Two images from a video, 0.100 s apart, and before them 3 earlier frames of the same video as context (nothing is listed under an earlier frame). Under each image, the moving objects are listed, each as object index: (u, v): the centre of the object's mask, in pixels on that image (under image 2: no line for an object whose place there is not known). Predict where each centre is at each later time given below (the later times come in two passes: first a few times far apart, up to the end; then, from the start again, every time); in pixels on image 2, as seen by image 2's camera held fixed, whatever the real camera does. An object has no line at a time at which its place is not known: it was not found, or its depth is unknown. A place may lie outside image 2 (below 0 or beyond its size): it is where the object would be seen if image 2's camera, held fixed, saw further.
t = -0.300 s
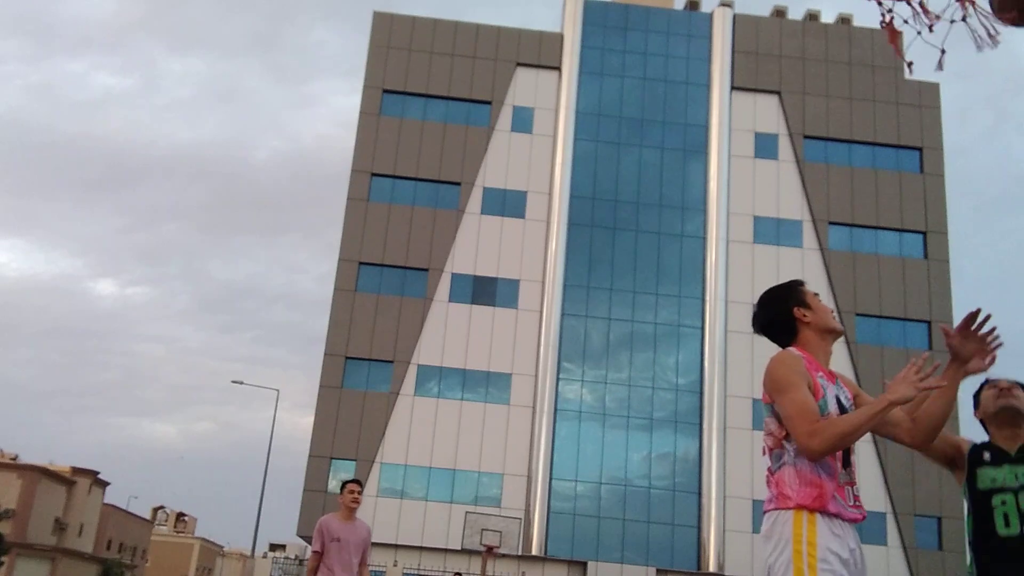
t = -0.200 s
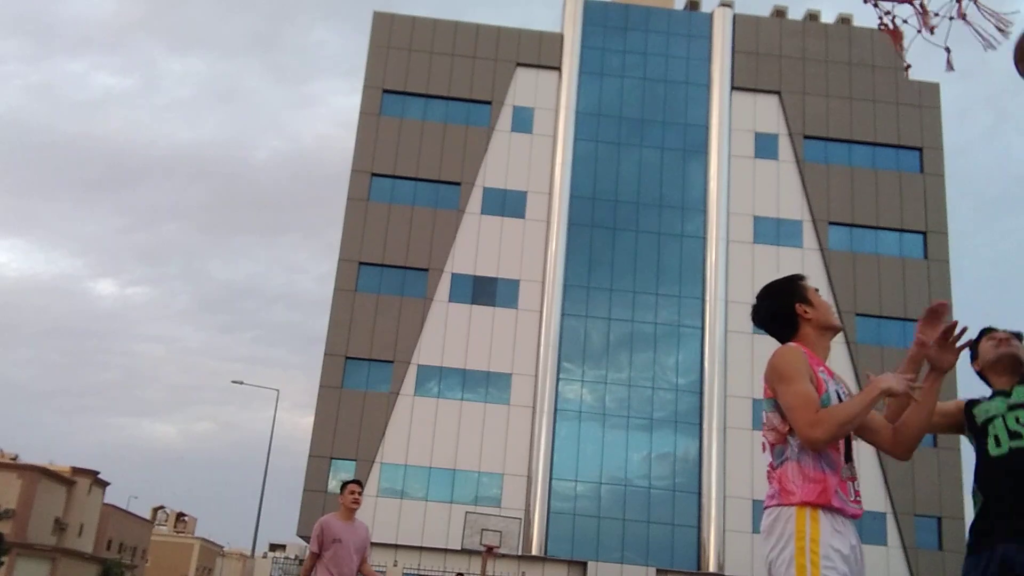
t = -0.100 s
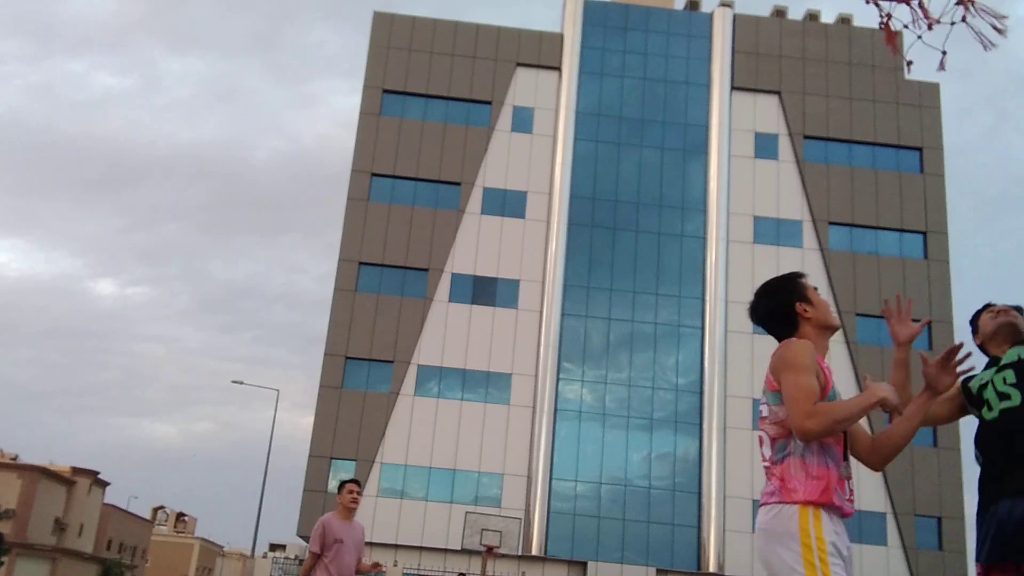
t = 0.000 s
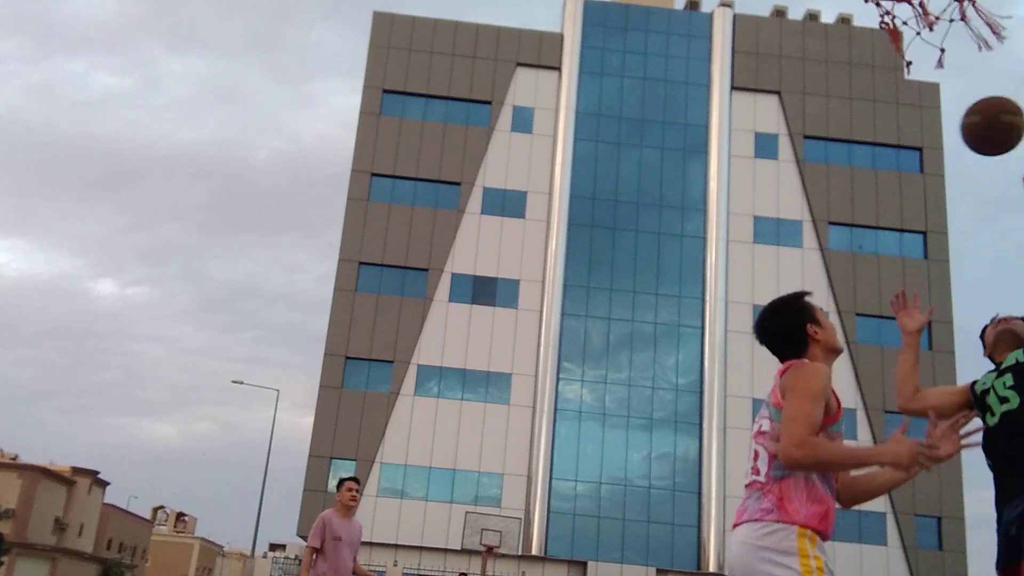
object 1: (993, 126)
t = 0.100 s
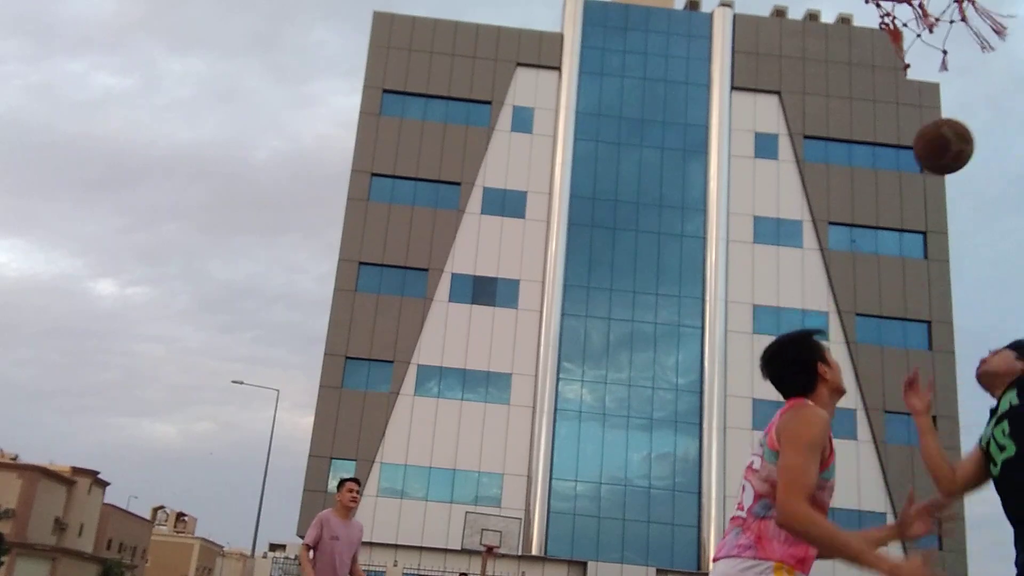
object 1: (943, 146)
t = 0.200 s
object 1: (900, 182)
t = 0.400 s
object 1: (829, 304)
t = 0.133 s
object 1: (927, 157)
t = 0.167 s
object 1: (913, 168)
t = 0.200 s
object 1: (900, 182)
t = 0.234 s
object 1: (887, 198)
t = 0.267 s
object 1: (875, 217)
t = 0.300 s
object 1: (863, 236)
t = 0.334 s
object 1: (850, 257)
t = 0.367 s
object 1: (839, 278)
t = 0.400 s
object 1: (829, 304)
